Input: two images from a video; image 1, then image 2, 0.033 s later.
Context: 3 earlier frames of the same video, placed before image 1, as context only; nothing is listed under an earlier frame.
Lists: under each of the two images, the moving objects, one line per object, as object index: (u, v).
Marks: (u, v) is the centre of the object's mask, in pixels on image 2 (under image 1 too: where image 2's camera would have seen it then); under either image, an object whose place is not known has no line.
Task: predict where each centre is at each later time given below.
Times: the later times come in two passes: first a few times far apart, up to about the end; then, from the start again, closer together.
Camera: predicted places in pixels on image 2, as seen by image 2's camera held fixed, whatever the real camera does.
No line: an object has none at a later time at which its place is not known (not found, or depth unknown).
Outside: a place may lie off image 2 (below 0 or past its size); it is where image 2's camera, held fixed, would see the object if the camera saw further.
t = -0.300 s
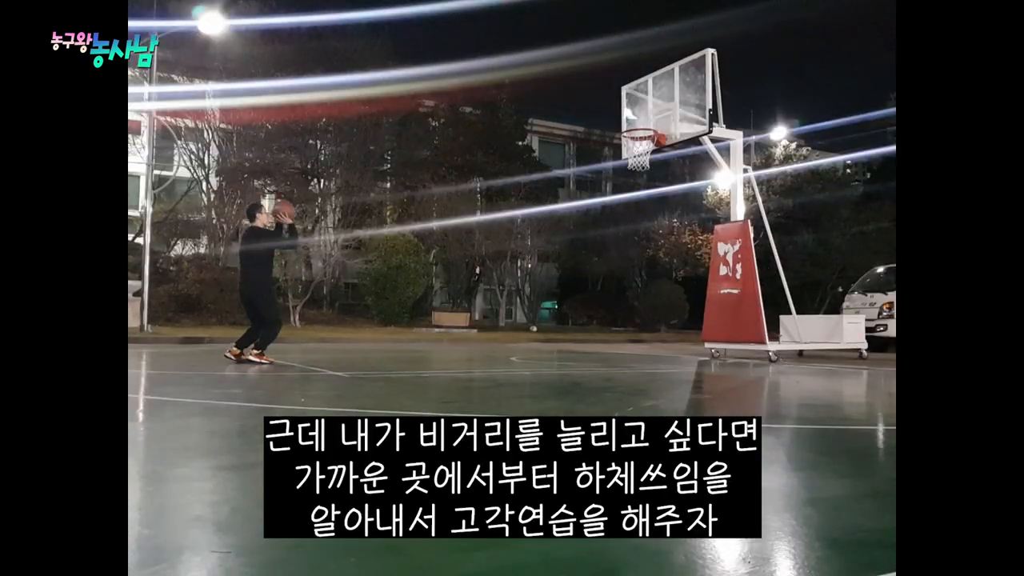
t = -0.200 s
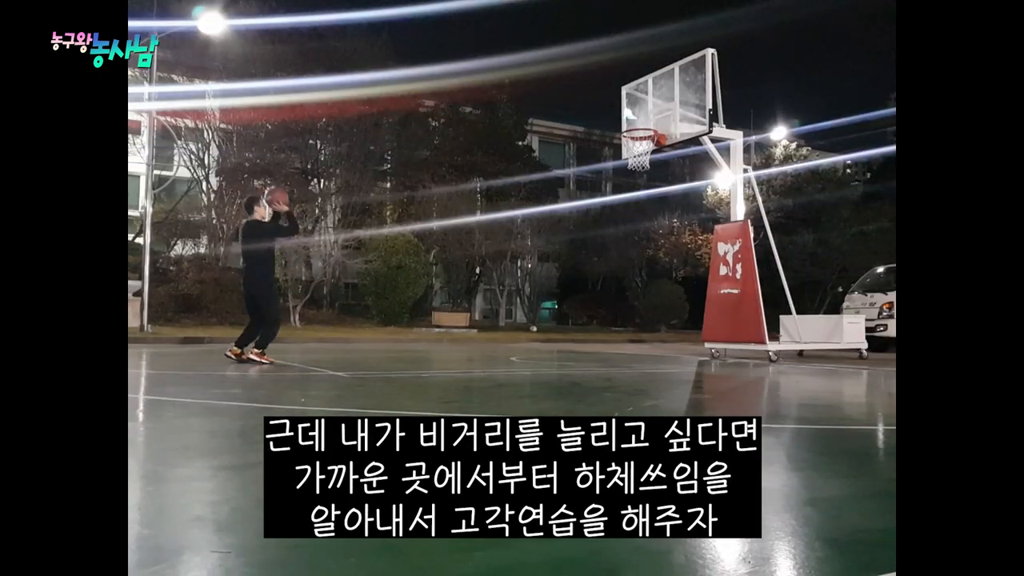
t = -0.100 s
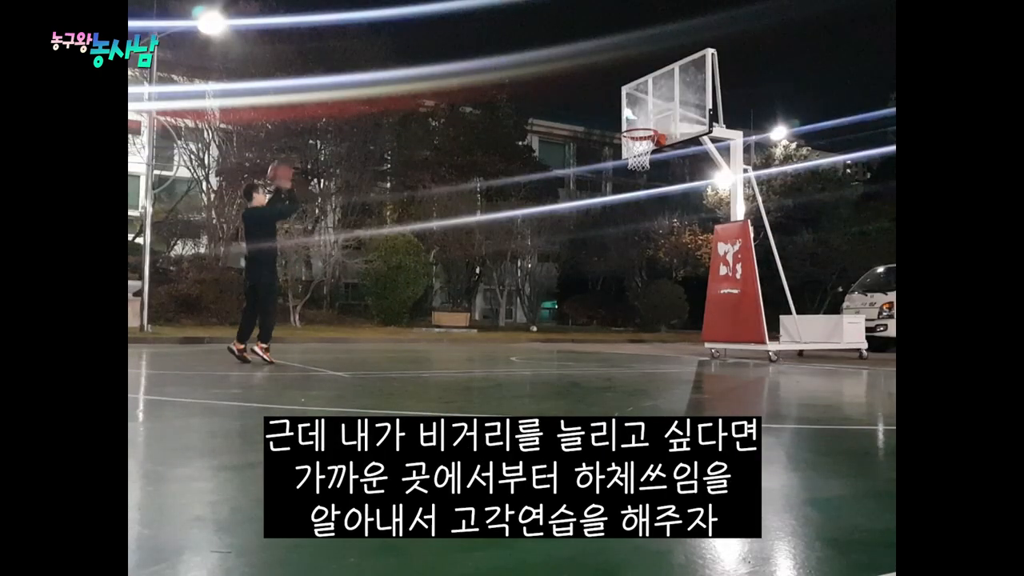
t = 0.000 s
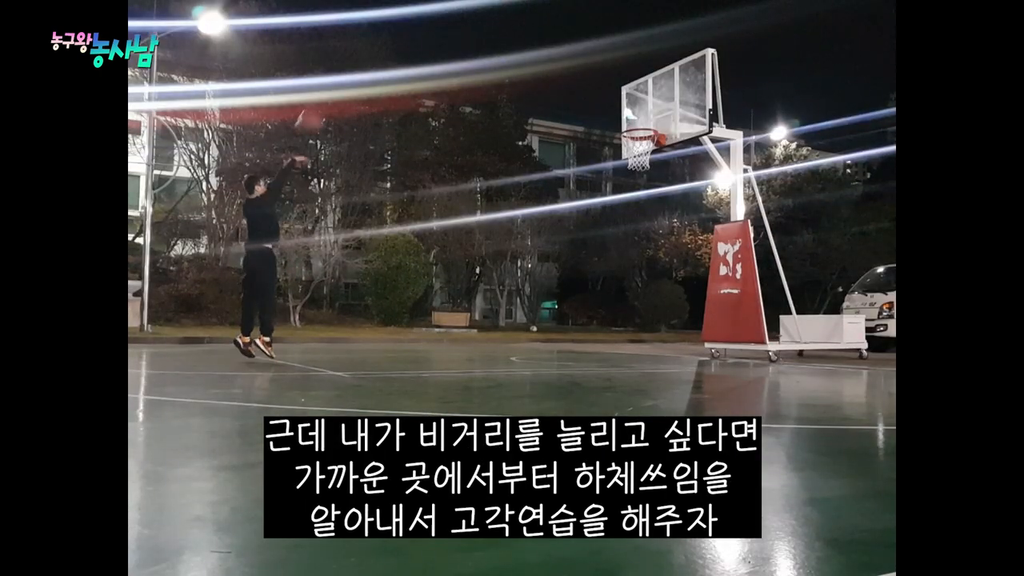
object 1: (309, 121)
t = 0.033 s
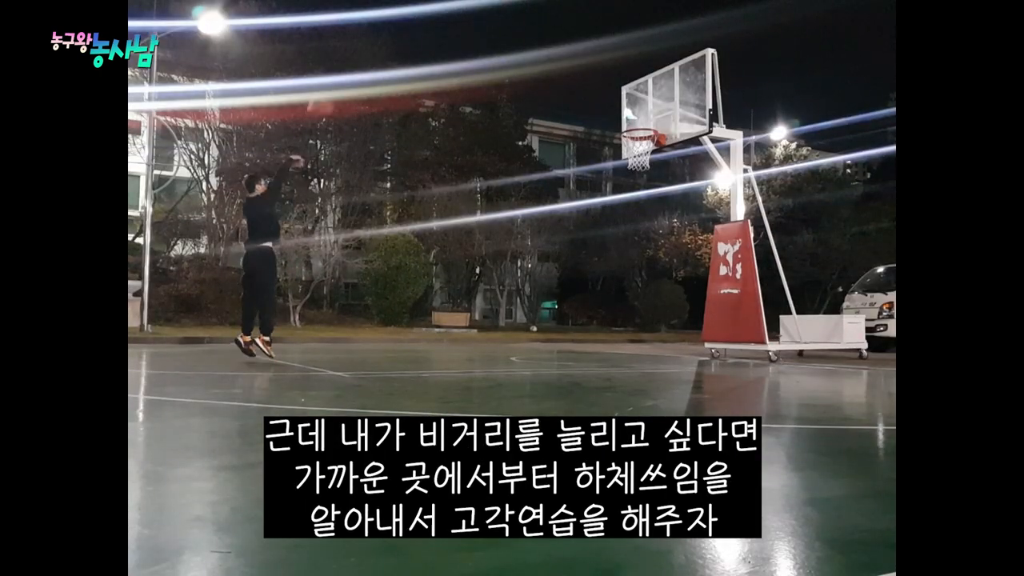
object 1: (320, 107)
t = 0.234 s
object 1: (387, 31)
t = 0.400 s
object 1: (435, 1)
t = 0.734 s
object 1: (528, 4)
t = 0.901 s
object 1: (568, 31)
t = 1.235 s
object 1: (640, 140)
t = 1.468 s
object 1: (663, 168)
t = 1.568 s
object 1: (668, 182)
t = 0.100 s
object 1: (343, 70)
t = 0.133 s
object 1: (355, 62)
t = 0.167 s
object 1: (366, 51)
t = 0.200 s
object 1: (377, 40)
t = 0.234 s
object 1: (387, 31)
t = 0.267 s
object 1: (398, 24)
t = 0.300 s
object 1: (408, 19)
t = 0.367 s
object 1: (426, 2)
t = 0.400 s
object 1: (435, 1)
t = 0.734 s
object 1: (528, 4)
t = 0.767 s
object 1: (535, 6)
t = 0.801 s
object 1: (543, 10)
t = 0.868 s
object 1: (559, 23)
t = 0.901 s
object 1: (568, 31)
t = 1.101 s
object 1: (612, 95)
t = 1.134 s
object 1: (618, 107)
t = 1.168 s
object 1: (627, 122)
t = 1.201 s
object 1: (633, 130)
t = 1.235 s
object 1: (640, 140)
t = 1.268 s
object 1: (651, 148)
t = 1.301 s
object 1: (653, 149)
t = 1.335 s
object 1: (657, 152)
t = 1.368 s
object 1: (658, 159)
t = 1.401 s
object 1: (659, 160)
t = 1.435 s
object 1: (661, 165)
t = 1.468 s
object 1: (663, 168)
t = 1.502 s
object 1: (665, 172)
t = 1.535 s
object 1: (667, 178)
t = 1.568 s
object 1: (668, 182)
